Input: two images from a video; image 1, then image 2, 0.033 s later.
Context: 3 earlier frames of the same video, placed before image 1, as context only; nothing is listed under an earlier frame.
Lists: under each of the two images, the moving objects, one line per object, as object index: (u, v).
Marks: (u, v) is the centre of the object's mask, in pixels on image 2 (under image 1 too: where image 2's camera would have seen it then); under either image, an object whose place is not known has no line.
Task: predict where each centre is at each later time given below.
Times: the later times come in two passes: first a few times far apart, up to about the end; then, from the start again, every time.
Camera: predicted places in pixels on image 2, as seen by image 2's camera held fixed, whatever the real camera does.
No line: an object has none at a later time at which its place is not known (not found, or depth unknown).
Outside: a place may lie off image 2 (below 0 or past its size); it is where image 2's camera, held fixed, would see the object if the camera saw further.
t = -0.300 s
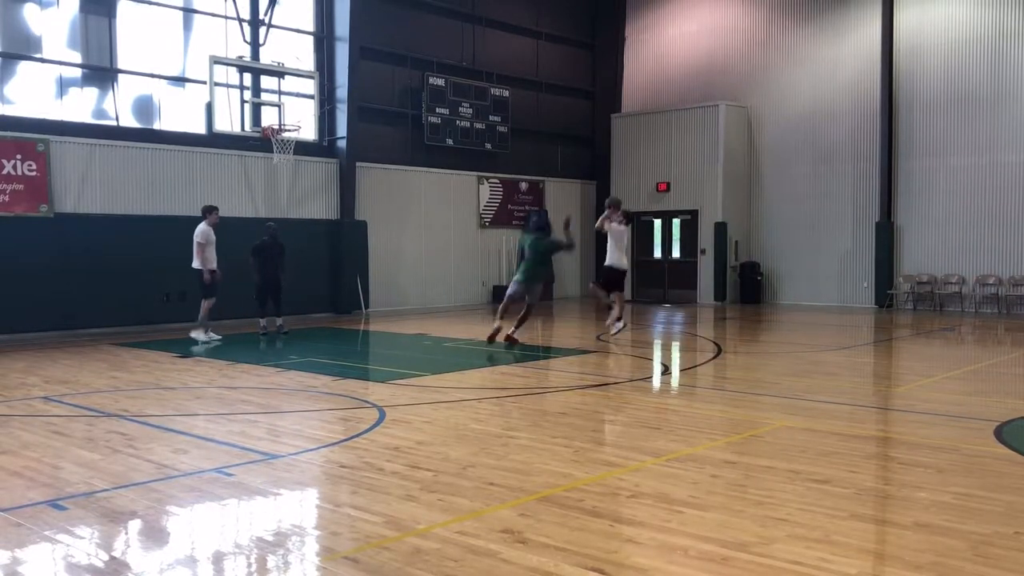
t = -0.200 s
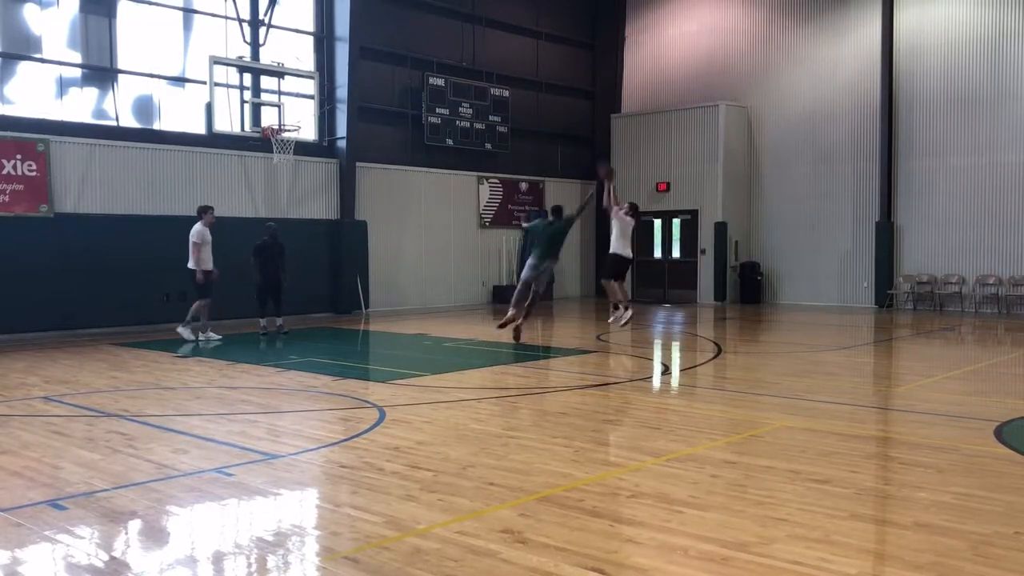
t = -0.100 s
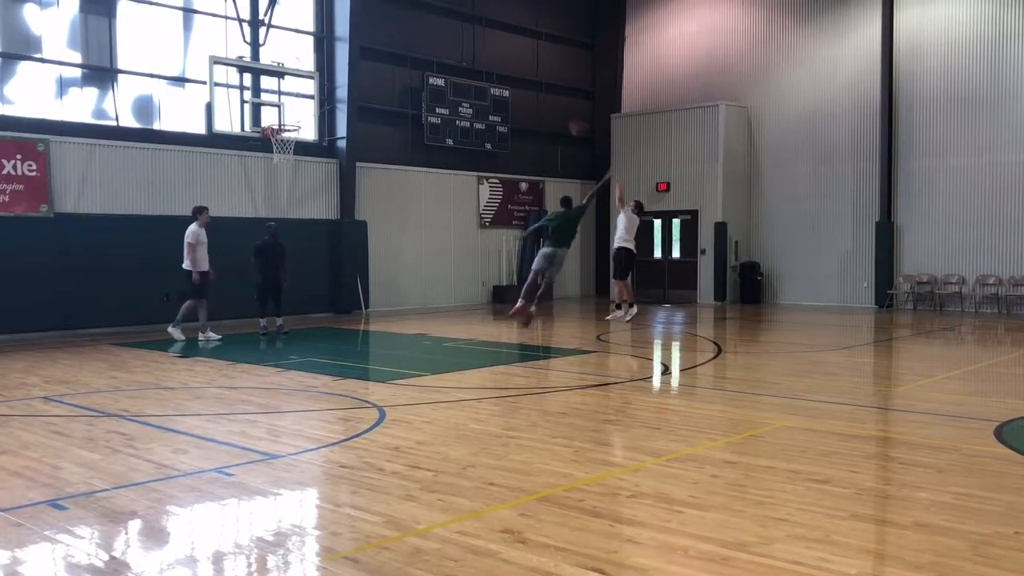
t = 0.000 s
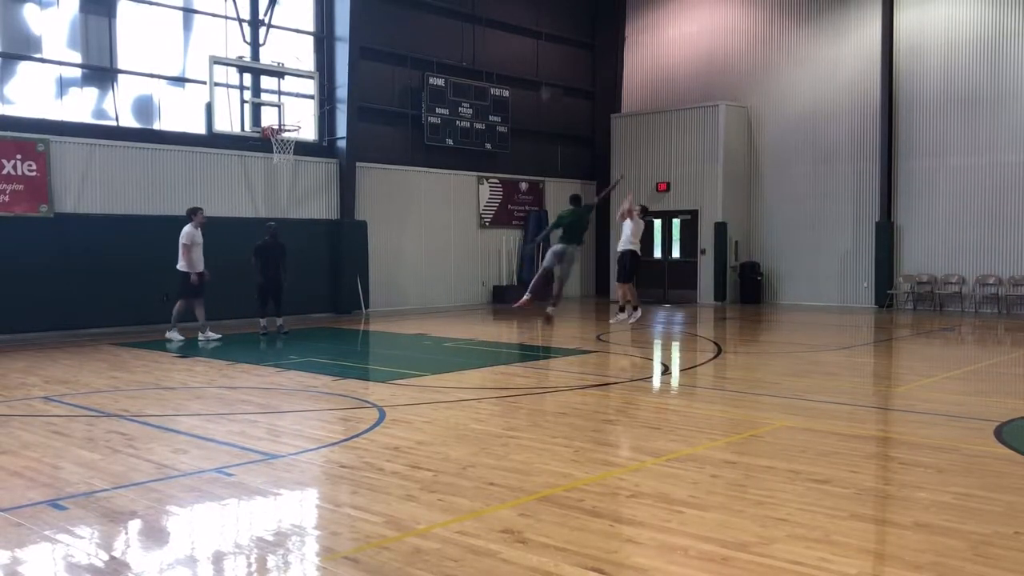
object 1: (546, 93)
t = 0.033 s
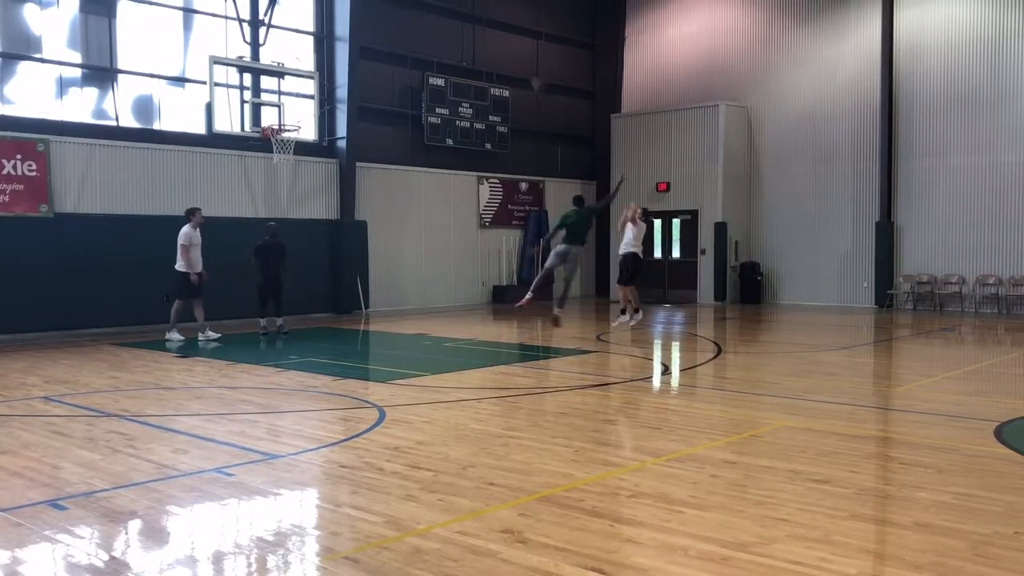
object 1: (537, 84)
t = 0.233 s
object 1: (484, 41)
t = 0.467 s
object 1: (418, 26)
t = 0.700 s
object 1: (358, 47)
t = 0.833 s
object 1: (322, 77)
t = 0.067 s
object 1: (528, 76)
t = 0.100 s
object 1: (519, 68)
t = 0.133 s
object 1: (510, 59)
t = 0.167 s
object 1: (501, 53)
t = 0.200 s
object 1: (493, 47)
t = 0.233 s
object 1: (484, 41)
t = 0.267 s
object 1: (475, 36)
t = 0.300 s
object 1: (466, 33)
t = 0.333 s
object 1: (456, 29)
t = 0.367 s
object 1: (447, 27)
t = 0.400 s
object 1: (437, 26)
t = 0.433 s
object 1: (427, 26)
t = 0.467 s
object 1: (418, 26)
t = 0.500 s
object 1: (409, 27)
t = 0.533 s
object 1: (400, 28)
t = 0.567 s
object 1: (390, 31)
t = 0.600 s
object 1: (382, 35)
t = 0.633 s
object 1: (371, 39)
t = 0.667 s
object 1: (365, 44)
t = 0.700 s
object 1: (358, 47)
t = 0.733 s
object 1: (349, 56)
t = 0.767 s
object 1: (340, 63)
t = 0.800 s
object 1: (331, 71)
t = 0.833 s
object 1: (322, 77)
